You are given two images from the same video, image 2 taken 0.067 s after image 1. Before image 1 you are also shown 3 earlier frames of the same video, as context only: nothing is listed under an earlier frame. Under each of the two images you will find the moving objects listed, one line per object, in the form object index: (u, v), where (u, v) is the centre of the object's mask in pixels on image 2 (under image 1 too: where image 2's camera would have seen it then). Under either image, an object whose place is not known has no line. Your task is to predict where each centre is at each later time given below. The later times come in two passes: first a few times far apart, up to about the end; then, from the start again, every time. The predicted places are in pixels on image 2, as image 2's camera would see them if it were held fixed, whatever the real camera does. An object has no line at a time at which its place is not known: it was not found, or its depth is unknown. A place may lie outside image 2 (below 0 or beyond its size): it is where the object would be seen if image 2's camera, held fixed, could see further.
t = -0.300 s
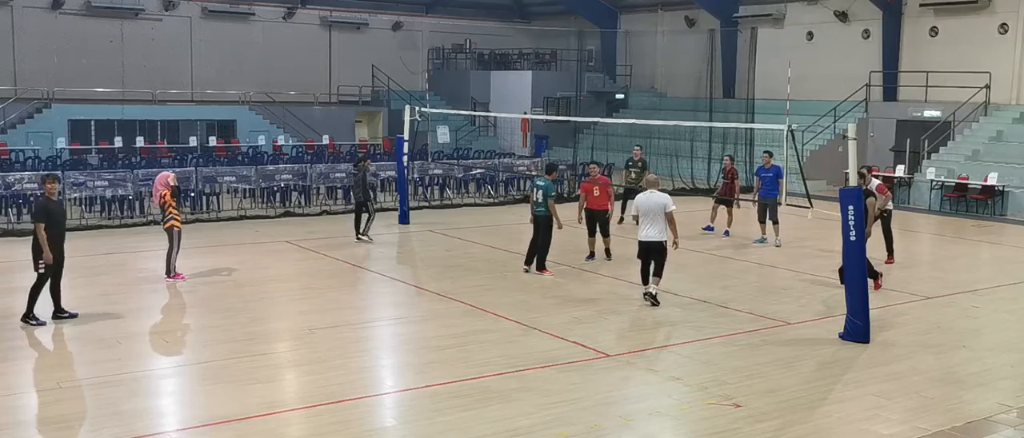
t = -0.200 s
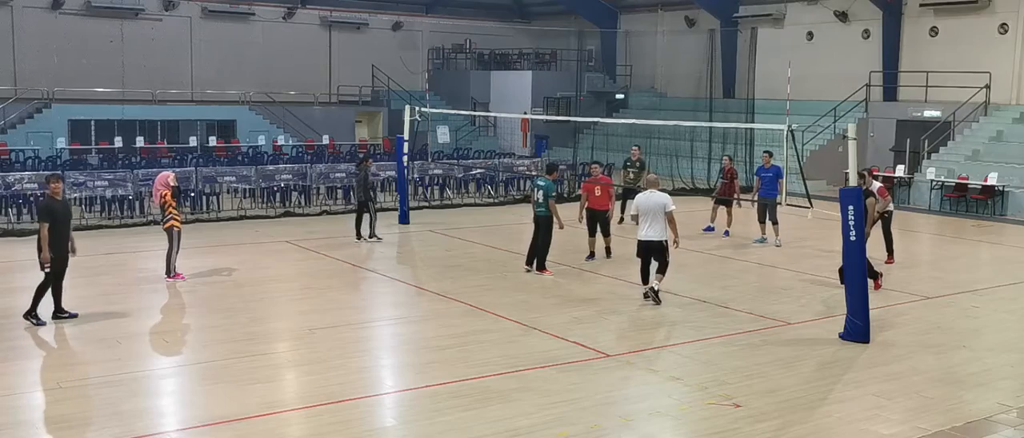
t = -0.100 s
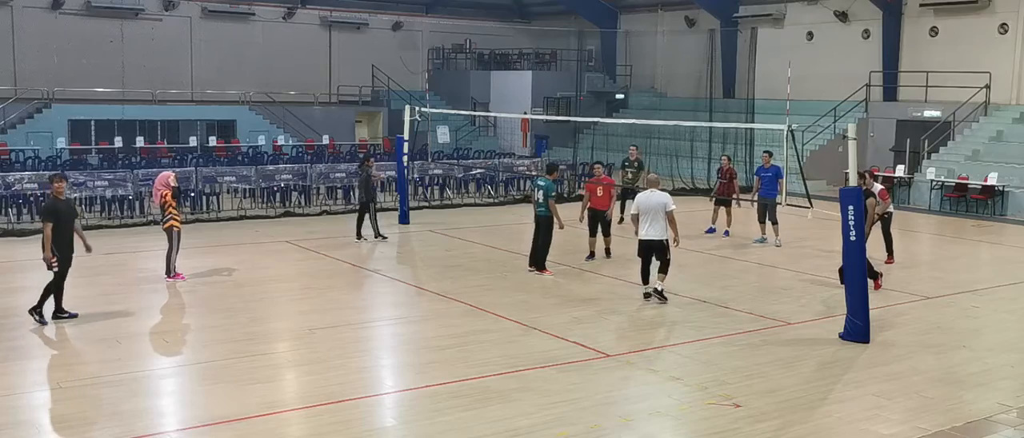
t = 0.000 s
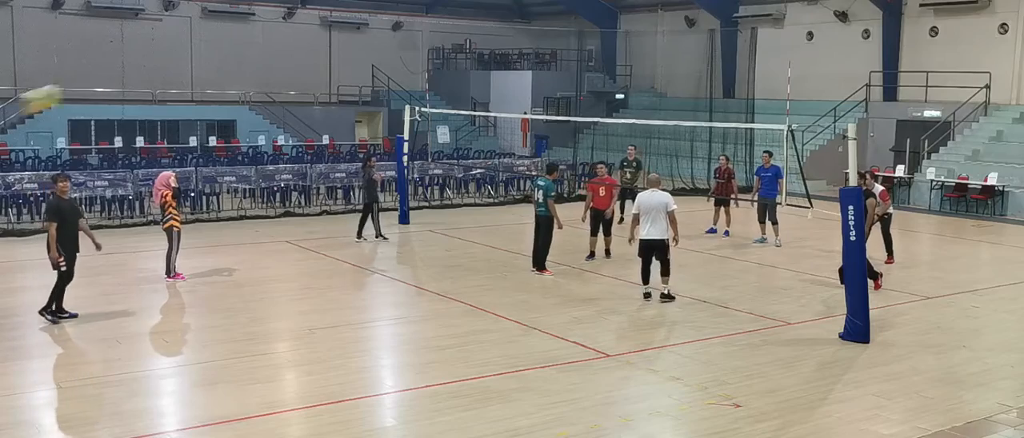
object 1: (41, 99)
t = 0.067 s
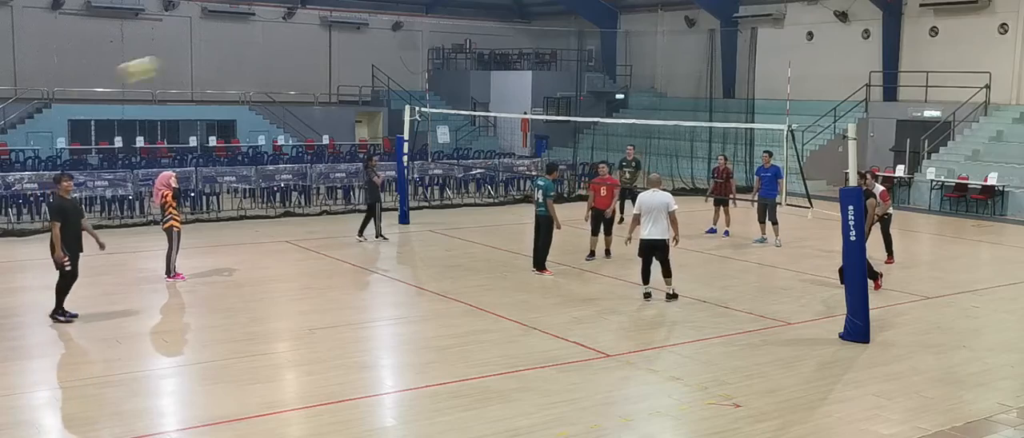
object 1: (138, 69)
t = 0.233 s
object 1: (337, 22)
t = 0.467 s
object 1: (528, 13)
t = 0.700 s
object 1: (662, 41)
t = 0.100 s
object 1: (185, 56)
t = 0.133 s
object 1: (226, 46)
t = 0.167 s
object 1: (265, 37)
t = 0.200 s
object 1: (304, 28)
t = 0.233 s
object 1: (337, 22)
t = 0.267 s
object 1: (370, 16)
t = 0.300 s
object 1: (401, 13)
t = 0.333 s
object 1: (430, 10)
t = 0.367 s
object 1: (456, 10)
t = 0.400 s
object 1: (482, 10)
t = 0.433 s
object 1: (505, 11)
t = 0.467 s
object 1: (528, 13)
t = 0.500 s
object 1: (550, 14)
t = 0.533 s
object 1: (570, 17)
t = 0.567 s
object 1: (590, 21)
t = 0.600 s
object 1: (610, 25)
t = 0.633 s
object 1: (628, 29)
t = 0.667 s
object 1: (645, 35)
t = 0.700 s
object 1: (662, 41)
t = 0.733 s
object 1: (678, 47)
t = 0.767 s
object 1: (693, 55)
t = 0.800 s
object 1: (708, 63)
